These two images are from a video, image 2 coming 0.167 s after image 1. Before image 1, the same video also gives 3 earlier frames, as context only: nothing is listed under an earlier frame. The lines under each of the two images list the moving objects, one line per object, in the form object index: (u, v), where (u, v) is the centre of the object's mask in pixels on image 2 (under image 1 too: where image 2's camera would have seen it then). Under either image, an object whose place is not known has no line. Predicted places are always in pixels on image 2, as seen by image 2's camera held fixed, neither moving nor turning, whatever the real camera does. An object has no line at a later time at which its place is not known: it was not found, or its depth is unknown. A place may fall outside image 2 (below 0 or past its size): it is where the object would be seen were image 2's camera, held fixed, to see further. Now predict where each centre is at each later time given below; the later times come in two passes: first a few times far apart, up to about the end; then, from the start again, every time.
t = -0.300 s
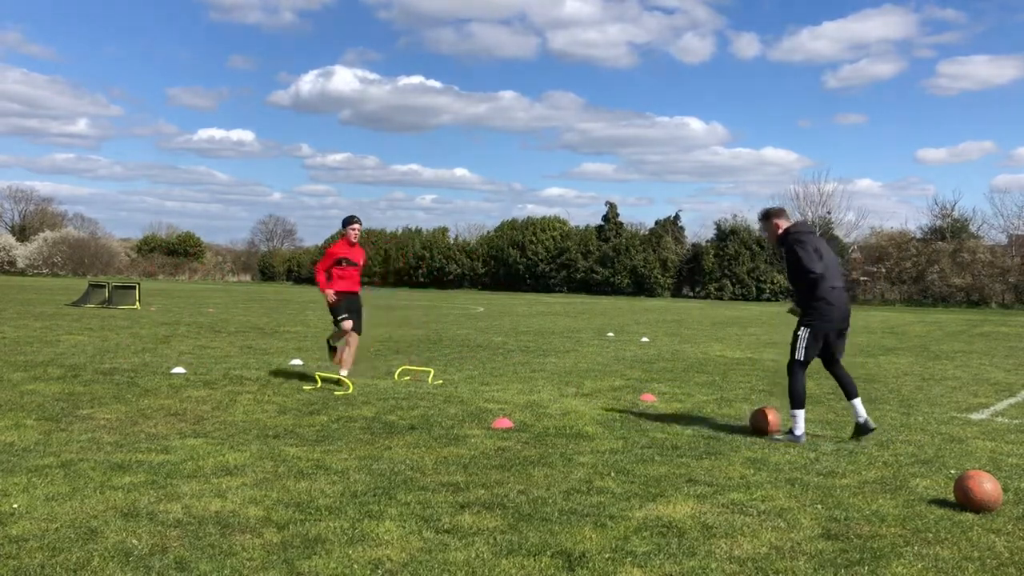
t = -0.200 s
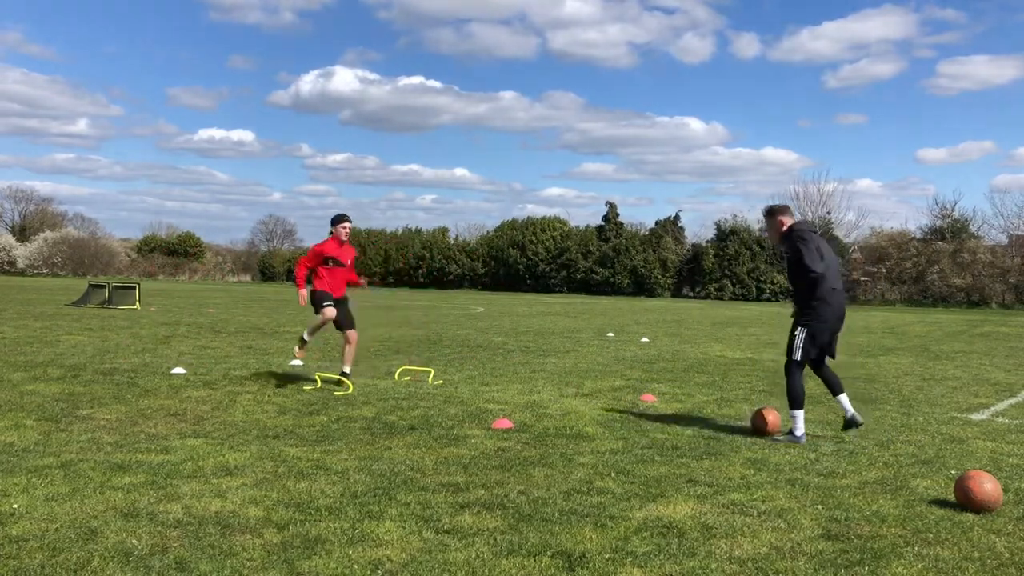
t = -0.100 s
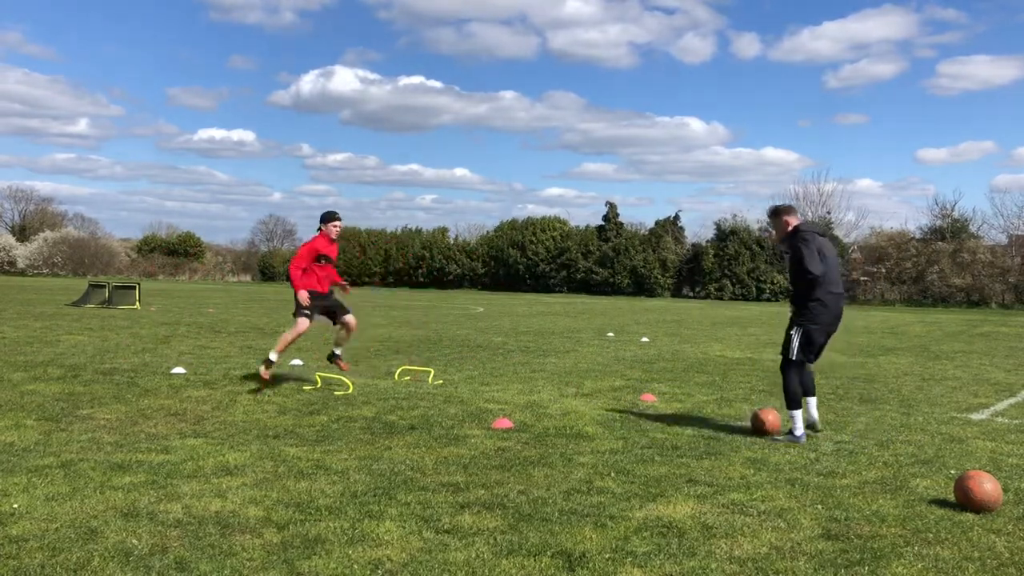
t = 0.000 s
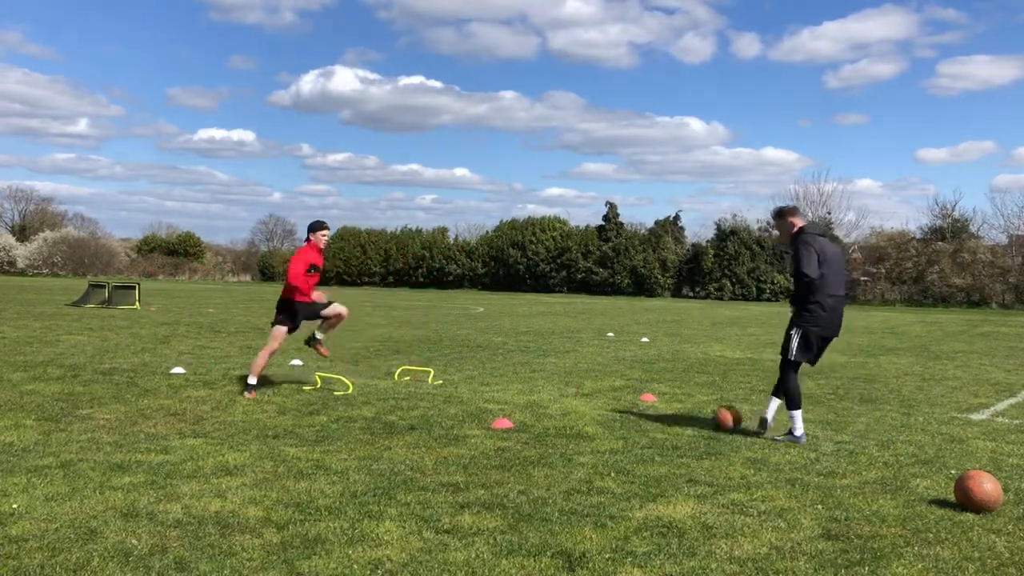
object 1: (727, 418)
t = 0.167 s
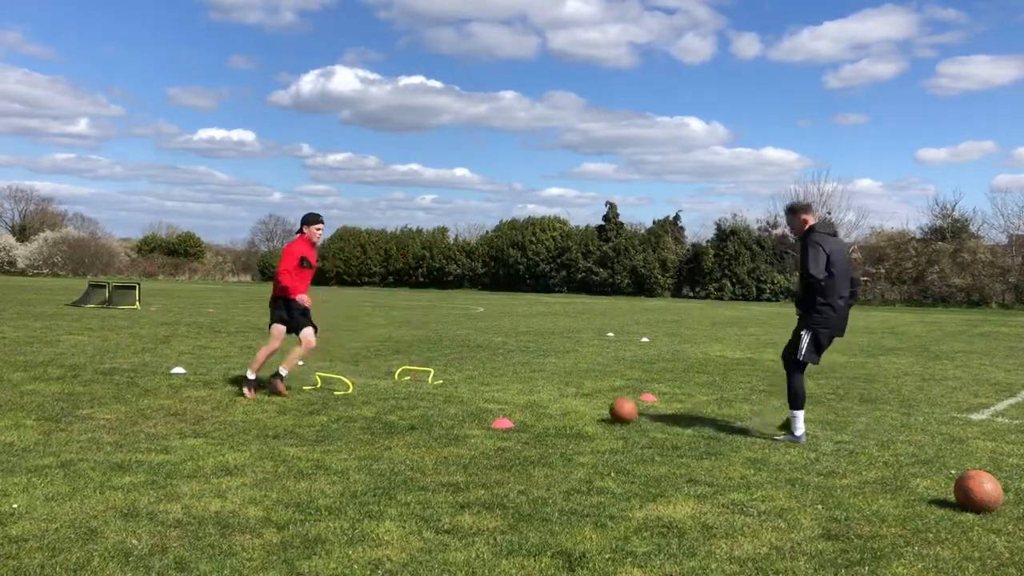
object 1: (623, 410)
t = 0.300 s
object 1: (563, 405)
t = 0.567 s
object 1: (465, 400)
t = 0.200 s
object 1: (604, 410)
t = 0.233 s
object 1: (591, 408)
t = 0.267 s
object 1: (577, 405)
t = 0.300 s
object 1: (563, 405)
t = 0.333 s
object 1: (550, 405)
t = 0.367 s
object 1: (537, 405)
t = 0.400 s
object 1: (524, 404)
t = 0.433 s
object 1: (512, 403)
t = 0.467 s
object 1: (500, 402)
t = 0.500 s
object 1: (487, 402)
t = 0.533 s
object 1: (476, 402)
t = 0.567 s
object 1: (465, 400)
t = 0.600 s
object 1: (454, 398)
